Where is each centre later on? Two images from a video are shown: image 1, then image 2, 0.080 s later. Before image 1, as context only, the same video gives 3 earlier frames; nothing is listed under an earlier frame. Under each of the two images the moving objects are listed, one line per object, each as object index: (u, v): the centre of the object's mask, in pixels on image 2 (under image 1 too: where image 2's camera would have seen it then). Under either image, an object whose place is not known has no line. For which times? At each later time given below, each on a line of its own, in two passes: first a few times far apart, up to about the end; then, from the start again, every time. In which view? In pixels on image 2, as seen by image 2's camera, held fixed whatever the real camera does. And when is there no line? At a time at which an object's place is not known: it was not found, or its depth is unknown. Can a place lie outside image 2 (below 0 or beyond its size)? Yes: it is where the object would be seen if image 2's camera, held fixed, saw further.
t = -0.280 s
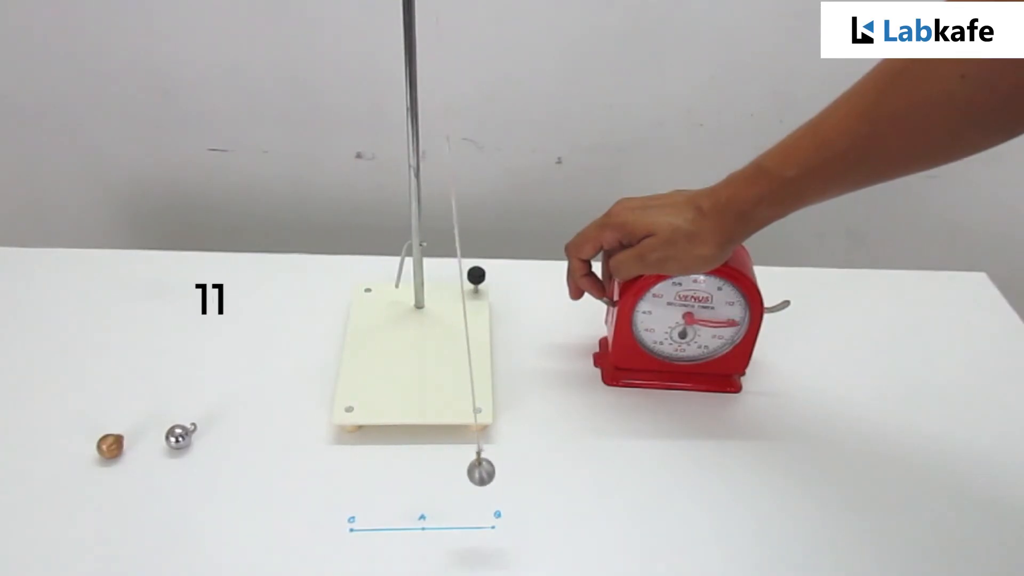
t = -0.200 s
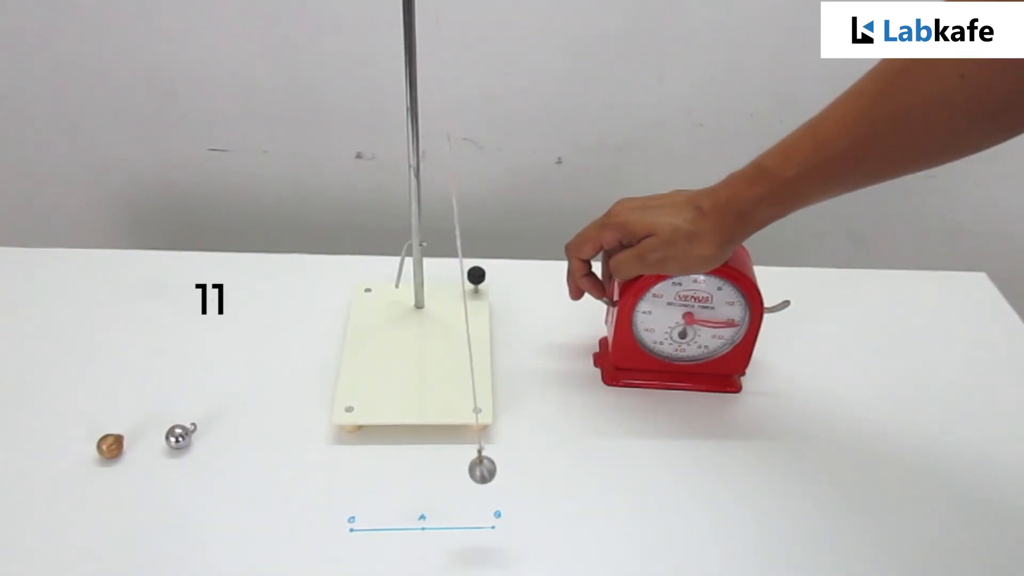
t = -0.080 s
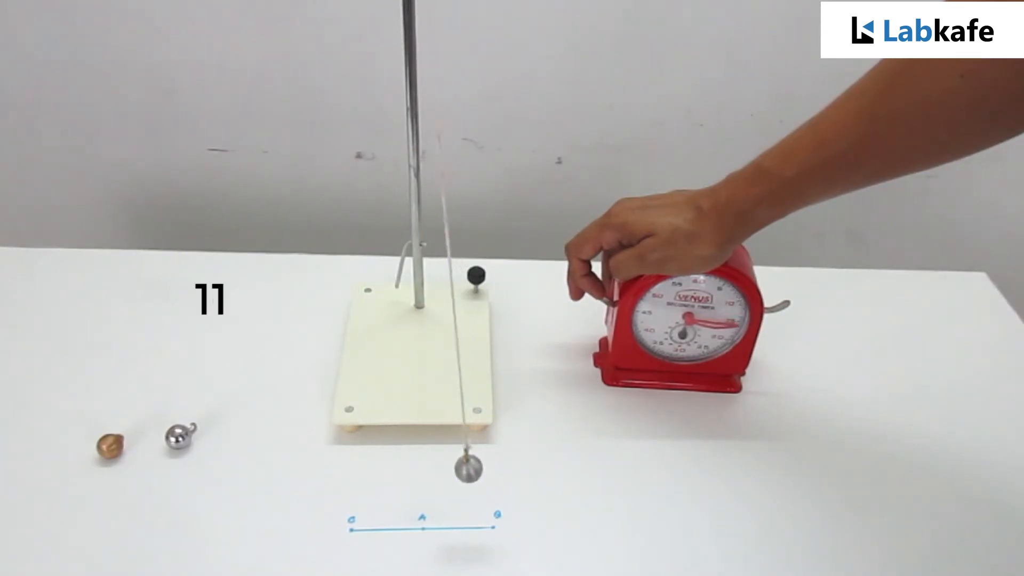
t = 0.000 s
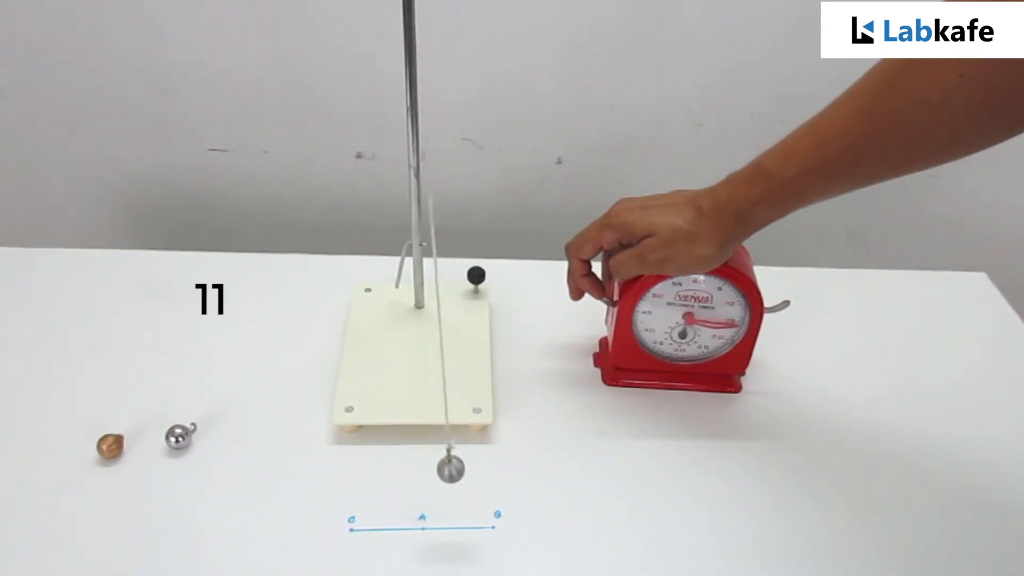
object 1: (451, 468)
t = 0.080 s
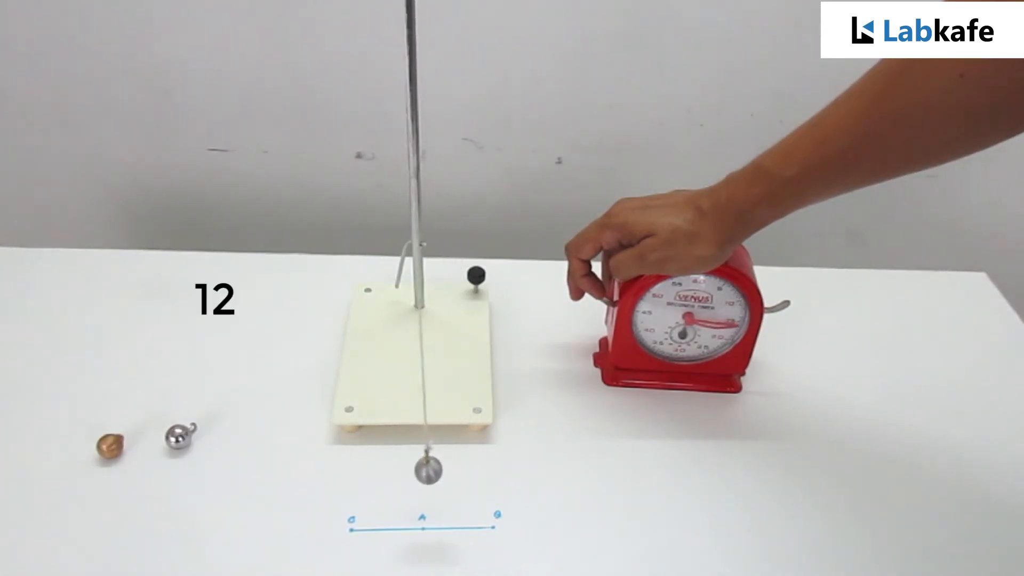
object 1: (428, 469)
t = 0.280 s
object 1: (371, 473)
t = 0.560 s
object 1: (348, 480)
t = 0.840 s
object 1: (415, 481)
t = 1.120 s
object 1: (479, 471)
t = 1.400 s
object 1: (455, 468)
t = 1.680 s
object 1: (376, 473)
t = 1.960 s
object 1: (347, 479)
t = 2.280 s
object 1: (422, 480)
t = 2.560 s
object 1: (479, 471)
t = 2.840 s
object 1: (448, 468)
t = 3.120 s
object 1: (370, 474)
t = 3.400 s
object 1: (350, 480)
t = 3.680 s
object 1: (416, 481)
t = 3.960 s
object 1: (477, 471)
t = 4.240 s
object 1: (452, 468)
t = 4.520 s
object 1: (375, 473)
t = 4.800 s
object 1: (349, 480)
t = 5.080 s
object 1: (411, 481)
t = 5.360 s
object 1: (475, 472)
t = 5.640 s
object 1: (456, 468)
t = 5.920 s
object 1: (380, 473)
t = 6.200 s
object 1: (349, 480)
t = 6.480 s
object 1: (406, 482)
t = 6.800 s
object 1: (476, 471)
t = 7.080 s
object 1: (450, 468)
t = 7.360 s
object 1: (375, 474)
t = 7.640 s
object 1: (351, 480)
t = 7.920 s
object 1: (412, 481)
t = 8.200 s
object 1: (474, 472)
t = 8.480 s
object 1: (454, 468)
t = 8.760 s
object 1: (380, 473)
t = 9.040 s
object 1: (351, 480)
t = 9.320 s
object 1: (407, 482)
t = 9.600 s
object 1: (471, 472)
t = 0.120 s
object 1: (416, 470)
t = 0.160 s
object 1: (404, 471)
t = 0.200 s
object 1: (392, 472)
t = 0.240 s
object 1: (381, 472)
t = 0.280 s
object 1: (371, 473)
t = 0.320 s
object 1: (362, 474)
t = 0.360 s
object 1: (354, 475)
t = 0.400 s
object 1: (349, 476)
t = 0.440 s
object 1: (345, 477)
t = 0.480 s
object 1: (344, 478)
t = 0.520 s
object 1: (345, 479)
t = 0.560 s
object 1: (348, 480)
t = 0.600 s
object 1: (353, 481)
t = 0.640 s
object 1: (360, 481)
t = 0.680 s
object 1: (369, 482)
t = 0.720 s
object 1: (379, 482)
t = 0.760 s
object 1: (391, 482)
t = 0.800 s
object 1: (403, 481)
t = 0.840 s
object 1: (415, 481)
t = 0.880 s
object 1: (427, 480)
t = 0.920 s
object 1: (439, 479)
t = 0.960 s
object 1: (450, 477)
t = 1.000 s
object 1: (459, 476)
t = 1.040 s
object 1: (467, 474)
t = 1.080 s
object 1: (474, 473)
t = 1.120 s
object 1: (479, 471)
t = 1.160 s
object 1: (481, 470)
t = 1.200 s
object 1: (482, 469)
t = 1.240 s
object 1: (480, 468)
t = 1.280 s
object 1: (477, 468)
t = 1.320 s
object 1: (471, 468)
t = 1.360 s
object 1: (463, 468)
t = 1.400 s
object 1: (455, 468)
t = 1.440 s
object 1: (444, 468)
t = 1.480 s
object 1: (433, 469)
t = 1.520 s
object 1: (421, 470)
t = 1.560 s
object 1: (410, 470)
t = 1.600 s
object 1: (398, 471)
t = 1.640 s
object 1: (386, 472)
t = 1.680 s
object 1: (376, 473)
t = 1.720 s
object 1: (366, 474)
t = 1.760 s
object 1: (358, 475)
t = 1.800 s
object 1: (352, 475)
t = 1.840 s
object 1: (347, 477)
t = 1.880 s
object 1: (345, 477)
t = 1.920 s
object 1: (345, 478)
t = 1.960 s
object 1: (347, 479)
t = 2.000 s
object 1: (351, 480)
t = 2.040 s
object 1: (358, 481)
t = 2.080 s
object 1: (366, 482)
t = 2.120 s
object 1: (375, 482)
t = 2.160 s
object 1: (386, 482)
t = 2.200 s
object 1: (397, 482)
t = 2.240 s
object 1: (409, 481)
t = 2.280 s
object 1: (422, 480)
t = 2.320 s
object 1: (433, 479)
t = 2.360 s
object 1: (444, 478)
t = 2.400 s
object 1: (455, 476)
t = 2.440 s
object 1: (463, 475)
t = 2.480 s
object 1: (471, 473)
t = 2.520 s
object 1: (476, 472)
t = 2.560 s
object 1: (479, 471)
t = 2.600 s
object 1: (481, 470)
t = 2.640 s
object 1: (480, 469)
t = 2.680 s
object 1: (477, 468)
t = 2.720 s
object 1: (473, 468)
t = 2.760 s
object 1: (466, 468)
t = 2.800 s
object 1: (458, 468)
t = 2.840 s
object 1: (448, 468)
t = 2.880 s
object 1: (438, 469)
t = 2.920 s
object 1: (426, 469)
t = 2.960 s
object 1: (415, 470)
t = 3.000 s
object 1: (403, 471)
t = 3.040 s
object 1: (391, 472)
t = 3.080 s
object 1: (380, 473)
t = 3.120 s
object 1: (370, 474)
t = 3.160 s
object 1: (362, 475)
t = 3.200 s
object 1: (355, 475)
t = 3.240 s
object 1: (350, 476)
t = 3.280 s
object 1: (347, 477)
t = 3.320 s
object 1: (345, 478)
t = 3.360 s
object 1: (347, 479)
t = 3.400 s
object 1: (350, 480)
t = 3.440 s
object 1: (355, 481)
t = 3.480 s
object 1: (362, 481)
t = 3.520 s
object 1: (371, 482)
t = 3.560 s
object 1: (381, 482)
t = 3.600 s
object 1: (393, 482)
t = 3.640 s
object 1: (404, 482)
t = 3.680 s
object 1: (416, 481)
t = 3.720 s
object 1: (428, 480)
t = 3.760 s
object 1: (439, 479)
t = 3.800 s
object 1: (450, 477)
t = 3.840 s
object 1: (459, 476)
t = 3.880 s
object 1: (467, 474)
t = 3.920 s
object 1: (473, 472)
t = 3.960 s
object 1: (477, 471)
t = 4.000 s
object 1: (480, 470)
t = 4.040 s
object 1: (480, 469)
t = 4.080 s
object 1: (478, 468)
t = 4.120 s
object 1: (474, 468)
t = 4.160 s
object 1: (468, 468)
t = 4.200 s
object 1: (461, 467)
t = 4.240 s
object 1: (452, 468)
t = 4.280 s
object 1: (442, 468)
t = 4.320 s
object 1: (431, 469)
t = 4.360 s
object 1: (420, 470)
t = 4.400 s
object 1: (408, 470)
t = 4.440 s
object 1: (396, 471)
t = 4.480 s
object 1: (385, 472)
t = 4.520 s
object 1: (375, 473)
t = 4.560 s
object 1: (366, 474)
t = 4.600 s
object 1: (358, 475)
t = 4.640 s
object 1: (352, 476)
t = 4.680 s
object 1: (349, 477)
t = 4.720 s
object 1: (347, 478)
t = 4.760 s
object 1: (347, 479)
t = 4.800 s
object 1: (349, 480)
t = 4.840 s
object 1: (354, 481)
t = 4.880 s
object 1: (360, 481)
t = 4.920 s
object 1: (368, 482)
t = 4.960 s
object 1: (377, 482)
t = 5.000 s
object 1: (388, 482)
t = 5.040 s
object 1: (399, 482)
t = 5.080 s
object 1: (411, 481)
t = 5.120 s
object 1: (423, 480)
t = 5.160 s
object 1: (434, 479)
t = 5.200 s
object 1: (445, 478)
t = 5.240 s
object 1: (455, 476)
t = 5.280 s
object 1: (463, 475)
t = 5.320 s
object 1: (470, 473)
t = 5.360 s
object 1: (475, 472)
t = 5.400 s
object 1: (478, 470)
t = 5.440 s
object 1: (479, 470)
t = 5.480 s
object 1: (478, 469)
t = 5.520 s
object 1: (475, 468)
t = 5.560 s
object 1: (471, 468)
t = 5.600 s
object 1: (464, 468)
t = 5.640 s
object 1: (456, 468)
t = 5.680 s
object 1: (446, 468)
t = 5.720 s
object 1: (436, 469)
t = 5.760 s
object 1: (425, 470)
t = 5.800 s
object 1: (413, 471)
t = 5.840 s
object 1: (402, 471)
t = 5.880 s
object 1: (390, 472)
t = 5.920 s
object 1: (380, 473)
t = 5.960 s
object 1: (370, 474)
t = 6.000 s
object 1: (362, 475)
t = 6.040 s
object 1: (356, 476)
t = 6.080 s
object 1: (351, 477)
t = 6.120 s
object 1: (348, 478)
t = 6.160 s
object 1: (347, 479)
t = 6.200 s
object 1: (349, 480)
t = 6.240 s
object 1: (352, 481)
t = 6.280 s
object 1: (358, 481)
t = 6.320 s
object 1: (365, 482)
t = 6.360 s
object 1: (374, 482)
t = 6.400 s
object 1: (384, 482)
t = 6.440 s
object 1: (394, 482)
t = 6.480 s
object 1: (406, 482)
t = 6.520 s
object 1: (418, 481)
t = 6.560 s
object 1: (429, 480)
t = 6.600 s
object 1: (440, 478)
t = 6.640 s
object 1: (450, 477)
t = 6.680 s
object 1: (459, 475)
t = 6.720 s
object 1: (466, 474)
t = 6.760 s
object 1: (472, 472)
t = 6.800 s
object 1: (476, 471)
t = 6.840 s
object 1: (478, 470)
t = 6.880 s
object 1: (478, 469)
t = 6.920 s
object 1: (476, 468)
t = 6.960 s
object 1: (472, 468)
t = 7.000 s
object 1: (466, 468)
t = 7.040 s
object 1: (459, 468)
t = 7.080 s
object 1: (450, 468)
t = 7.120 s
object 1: (440, 468)
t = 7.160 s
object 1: (430, 469)
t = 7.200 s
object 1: (418, 470)
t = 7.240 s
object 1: (407, 471)
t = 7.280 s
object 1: (396, 472)
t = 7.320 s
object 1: (385, 473)
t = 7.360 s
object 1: (375, 474)
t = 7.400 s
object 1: (366, 474)
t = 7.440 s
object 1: (359, 475)
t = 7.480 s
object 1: (353, 477)
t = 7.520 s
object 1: (350, 477)
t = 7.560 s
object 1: (348, 478)
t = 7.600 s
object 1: (349, 479)
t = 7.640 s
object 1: (351, 480)
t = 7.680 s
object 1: (356, 481)
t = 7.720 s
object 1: (362, 482)
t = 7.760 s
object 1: (370, 482)
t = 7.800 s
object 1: (379, 482)
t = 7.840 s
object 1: (390, 482)
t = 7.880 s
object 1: (401, 482)
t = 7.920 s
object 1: (412, 481)
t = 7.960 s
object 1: (424, 480)
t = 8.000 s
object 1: (435, 479)
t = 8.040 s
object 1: (445, 477)
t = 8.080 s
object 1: (455, 476)
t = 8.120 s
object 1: (463, 474)
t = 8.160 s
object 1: (469, 473)
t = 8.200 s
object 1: (474, 472)
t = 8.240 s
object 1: (477, 470)
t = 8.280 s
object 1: (478, 469)
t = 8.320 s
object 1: (476, 468)
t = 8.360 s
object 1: (473, 468)
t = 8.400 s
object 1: (468, 468)
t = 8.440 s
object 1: (462, 467)
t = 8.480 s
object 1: (454, 468)
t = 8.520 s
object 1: (444, 468)
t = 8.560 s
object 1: (434, 469)
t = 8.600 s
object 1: (423, 470)
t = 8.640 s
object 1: (412, 470)
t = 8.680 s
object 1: (401, 471)
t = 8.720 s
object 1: (390, 472)
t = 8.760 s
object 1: (380, 473)
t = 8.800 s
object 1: (371, 474)
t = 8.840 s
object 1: (363, 475)
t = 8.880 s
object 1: (357, 476)
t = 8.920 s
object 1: (352, 477)
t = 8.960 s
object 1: (350, 478)
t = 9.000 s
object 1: (349, 479)
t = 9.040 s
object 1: (351, 480)
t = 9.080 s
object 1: (354, 481)
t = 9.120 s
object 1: (360, 482)
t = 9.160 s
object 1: (367, 482)
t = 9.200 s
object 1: (376, 482)
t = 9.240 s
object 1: (385, 482)
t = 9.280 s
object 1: (396, 482)
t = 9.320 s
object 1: (407, 482)
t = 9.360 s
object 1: (419, 481)
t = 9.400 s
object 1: (430, 480)
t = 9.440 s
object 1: (441, 478)
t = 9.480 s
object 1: (450, 476)
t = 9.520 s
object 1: (459, 475)
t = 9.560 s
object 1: (466, 473)
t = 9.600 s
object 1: (471, 472)
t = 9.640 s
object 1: (475, 471)
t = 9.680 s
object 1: (477, 469)
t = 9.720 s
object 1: (477, 468)
